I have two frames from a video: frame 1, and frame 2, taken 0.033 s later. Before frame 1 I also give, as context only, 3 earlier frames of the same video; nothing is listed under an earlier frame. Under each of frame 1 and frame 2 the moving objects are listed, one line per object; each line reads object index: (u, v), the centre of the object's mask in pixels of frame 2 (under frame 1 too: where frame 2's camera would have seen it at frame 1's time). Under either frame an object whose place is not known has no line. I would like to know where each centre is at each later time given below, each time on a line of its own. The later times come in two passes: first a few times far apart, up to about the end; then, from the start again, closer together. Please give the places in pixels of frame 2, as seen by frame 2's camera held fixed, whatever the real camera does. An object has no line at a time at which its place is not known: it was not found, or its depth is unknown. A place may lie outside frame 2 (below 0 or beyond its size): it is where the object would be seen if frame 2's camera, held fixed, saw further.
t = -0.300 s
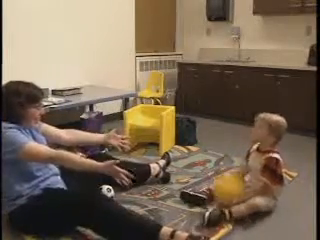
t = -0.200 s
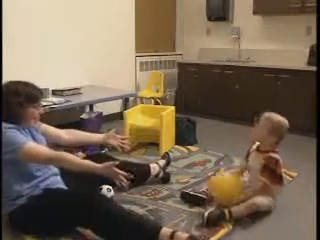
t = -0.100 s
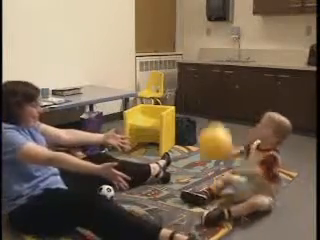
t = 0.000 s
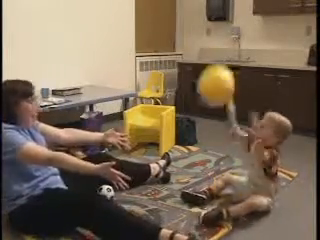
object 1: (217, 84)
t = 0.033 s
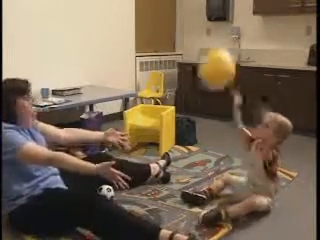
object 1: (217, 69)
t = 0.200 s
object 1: (219, 15)
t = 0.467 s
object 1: (217, 30)
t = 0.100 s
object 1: (219, 40)
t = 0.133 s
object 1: (219, 29)
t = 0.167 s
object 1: (219, 19)
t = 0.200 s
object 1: (219, 15)
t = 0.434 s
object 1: (219, 19)
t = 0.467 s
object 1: (217, 30)
